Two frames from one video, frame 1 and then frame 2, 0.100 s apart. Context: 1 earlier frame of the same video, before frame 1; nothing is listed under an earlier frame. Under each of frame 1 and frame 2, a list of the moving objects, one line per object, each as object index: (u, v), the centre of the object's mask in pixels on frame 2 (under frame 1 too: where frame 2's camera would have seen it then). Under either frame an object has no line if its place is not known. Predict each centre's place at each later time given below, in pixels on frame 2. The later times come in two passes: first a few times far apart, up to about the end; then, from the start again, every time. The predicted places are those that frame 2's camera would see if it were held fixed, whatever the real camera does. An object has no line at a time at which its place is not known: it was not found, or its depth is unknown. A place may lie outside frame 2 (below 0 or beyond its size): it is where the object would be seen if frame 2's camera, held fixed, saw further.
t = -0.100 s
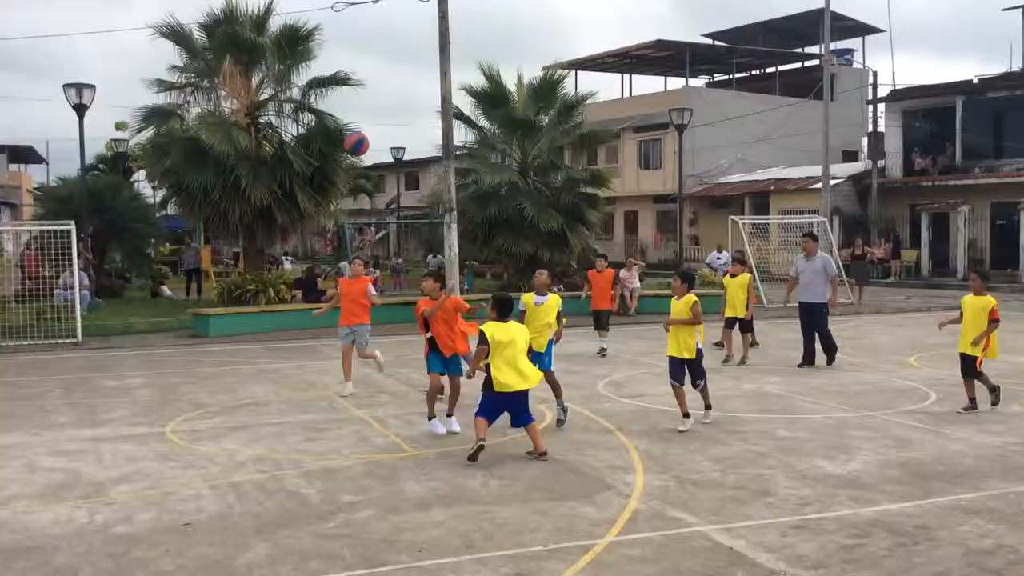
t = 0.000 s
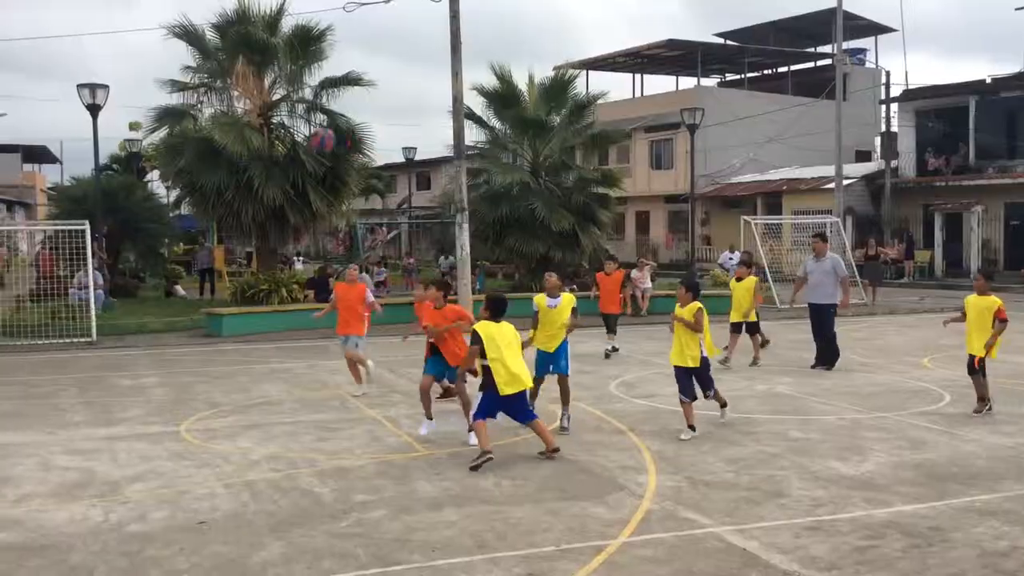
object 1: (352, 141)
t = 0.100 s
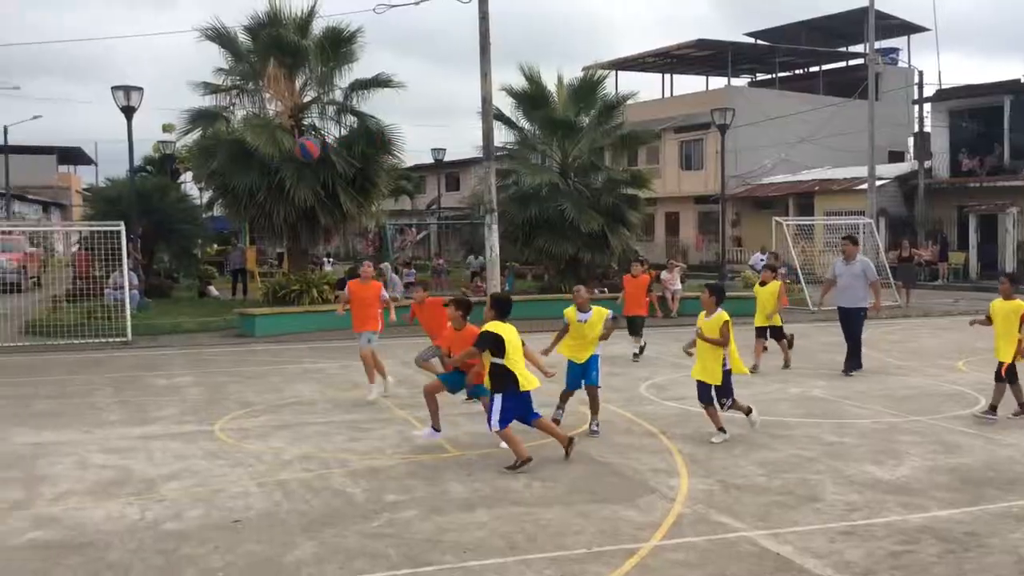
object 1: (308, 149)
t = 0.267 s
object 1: (232, 187)
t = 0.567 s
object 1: (93, 342)
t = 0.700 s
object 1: (30, 439)
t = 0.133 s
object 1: (293, 153)
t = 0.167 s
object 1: (278, 160)
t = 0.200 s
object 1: (262, 168)
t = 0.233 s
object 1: (247, 177)
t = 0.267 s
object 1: (232, 187)
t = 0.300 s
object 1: (217, 199)
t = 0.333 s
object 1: (202, 213)
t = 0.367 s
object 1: (187, 227)
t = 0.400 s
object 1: (172, 243)
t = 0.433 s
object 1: (159, 259)
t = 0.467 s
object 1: (141, 278)
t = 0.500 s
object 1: (124, 298)
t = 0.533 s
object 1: (110, 318)
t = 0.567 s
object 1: (93, 342)
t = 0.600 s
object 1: (75, 366)
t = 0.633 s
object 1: (60, 391)
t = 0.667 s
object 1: (43, 418)
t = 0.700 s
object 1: (30, 439)
